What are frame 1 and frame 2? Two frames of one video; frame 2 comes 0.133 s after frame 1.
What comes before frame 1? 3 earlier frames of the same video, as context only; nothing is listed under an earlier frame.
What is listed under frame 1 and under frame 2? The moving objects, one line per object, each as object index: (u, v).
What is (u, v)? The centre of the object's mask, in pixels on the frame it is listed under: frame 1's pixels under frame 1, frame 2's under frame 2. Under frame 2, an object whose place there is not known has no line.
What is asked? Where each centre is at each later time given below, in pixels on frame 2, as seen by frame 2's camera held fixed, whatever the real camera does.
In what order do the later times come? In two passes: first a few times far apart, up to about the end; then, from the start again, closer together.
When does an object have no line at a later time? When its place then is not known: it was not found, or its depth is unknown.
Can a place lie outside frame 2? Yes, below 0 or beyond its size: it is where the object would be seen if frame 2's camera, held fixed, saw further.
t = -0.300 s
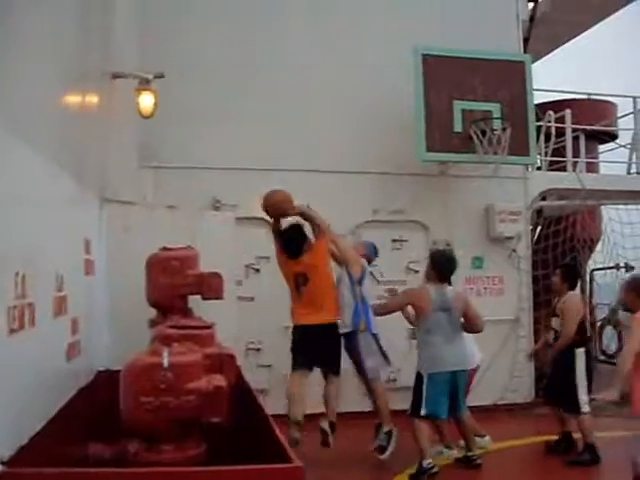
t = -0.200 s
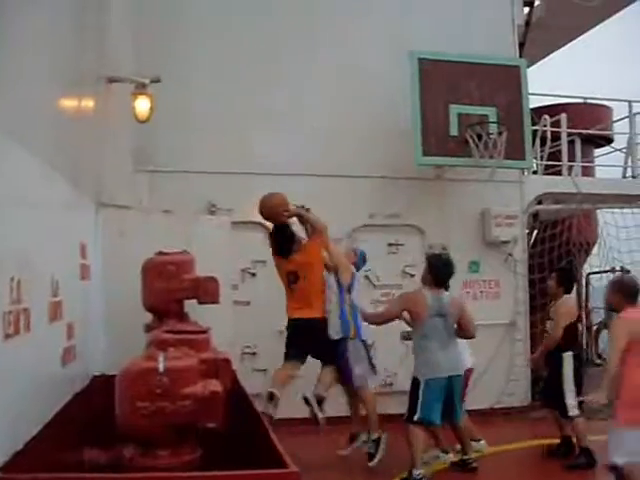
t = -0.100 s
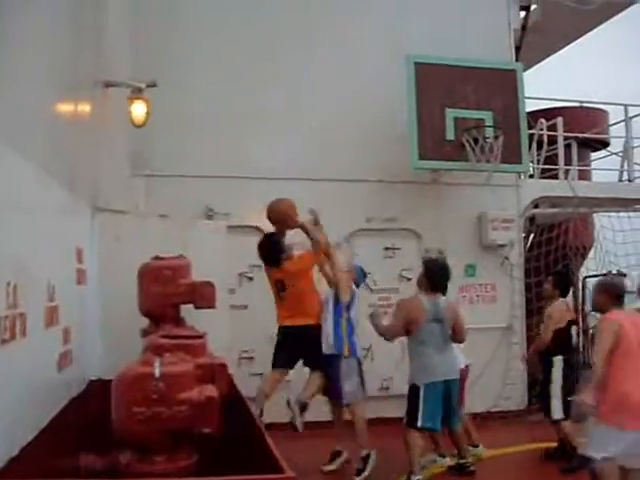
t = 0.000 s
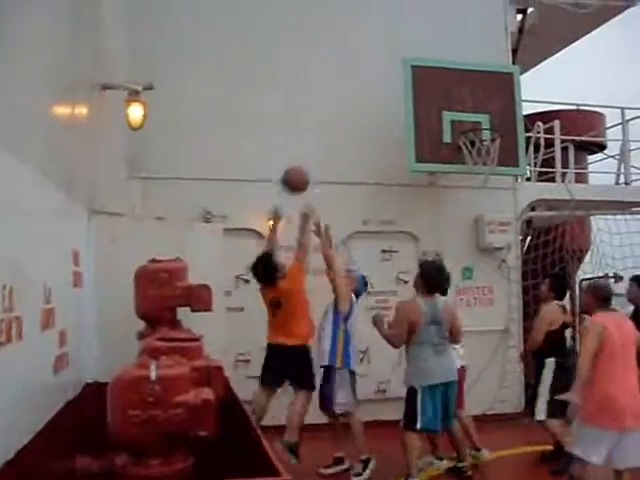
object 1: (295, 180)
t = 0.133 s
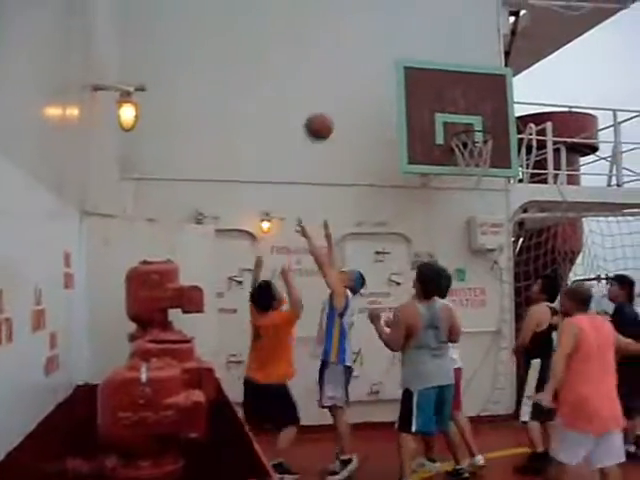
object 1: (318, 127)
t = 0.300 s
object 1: (354, 93)
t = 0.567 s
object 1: (406, 103)
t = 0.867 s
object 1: (418, 138)
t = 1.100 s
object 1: (364, 192)
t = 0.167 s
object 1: (326, 117)
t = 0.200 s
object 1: (333, 109)
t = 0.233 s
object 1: (340, 102)
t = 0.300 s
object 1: (354, 93)
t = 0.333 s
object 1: (361, 90)
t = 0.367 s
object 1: (368, 89)
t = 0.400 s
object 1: (375, 88)
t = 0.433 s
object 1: (381, 89)
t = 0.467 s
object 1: (388, 91)
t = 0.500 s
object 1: (394, 93)
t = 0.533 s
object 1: (400, 98)
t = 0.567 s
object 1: (406, 103)
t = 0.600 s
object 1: (413, 111)
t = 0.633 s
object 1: (419, 119)
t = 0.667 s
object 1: (420, 122)
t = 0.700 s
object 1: (425, 125)
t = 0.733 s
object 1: (441, 130)
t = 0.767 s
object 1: (442, 133)
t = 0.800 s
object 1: (439, 133)
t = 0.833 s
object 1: (421, 138)
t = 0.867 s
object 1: (418, 138)
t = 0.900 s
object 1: (411, 142)
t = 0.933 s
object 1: (402, 148)
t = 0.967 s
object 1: (394, 154)
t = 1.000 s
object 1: (387, 161)
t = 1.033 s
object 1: (380, 171)
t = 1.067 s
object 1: (372, 181)
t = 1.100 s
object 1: (364, 192)
